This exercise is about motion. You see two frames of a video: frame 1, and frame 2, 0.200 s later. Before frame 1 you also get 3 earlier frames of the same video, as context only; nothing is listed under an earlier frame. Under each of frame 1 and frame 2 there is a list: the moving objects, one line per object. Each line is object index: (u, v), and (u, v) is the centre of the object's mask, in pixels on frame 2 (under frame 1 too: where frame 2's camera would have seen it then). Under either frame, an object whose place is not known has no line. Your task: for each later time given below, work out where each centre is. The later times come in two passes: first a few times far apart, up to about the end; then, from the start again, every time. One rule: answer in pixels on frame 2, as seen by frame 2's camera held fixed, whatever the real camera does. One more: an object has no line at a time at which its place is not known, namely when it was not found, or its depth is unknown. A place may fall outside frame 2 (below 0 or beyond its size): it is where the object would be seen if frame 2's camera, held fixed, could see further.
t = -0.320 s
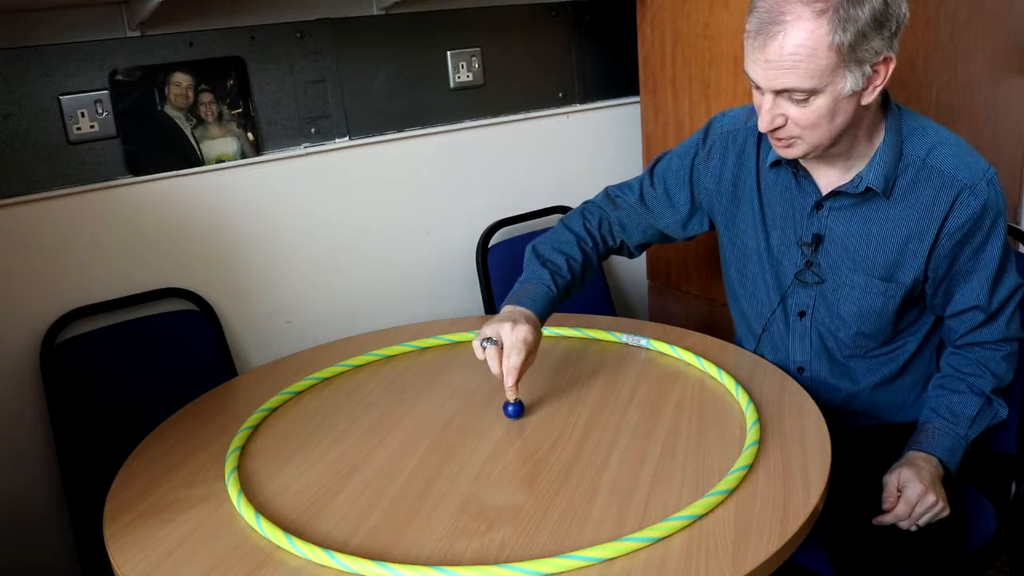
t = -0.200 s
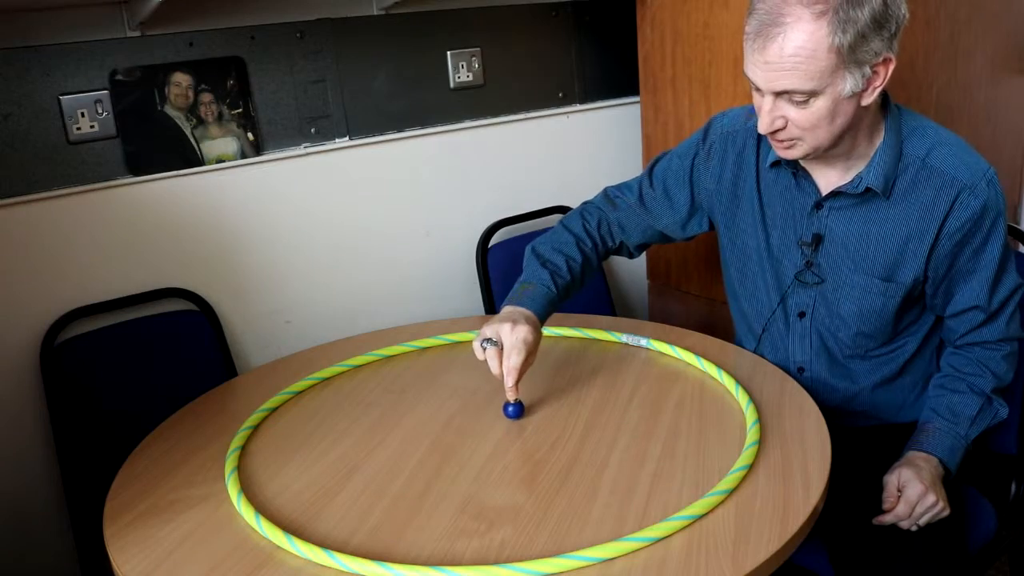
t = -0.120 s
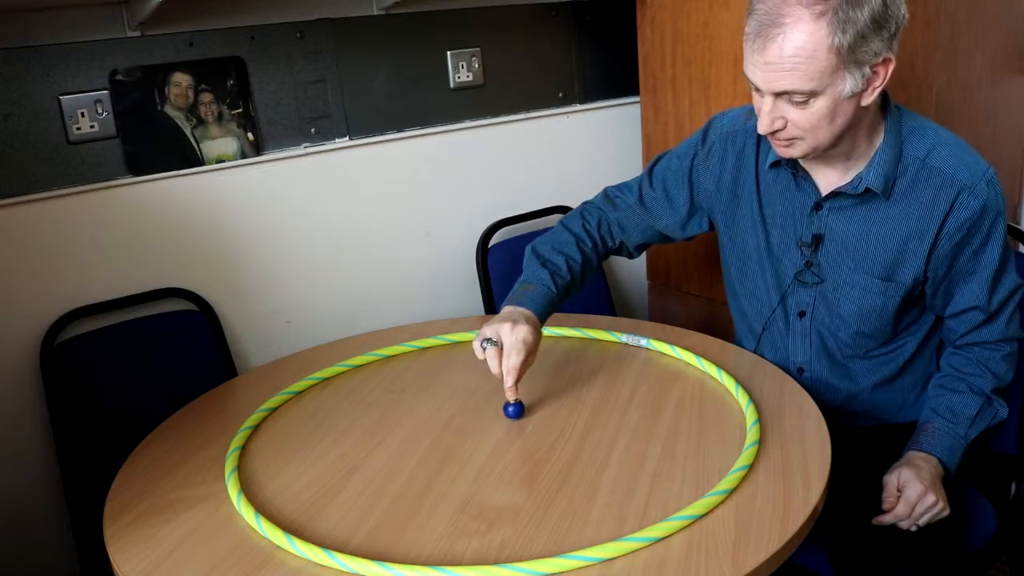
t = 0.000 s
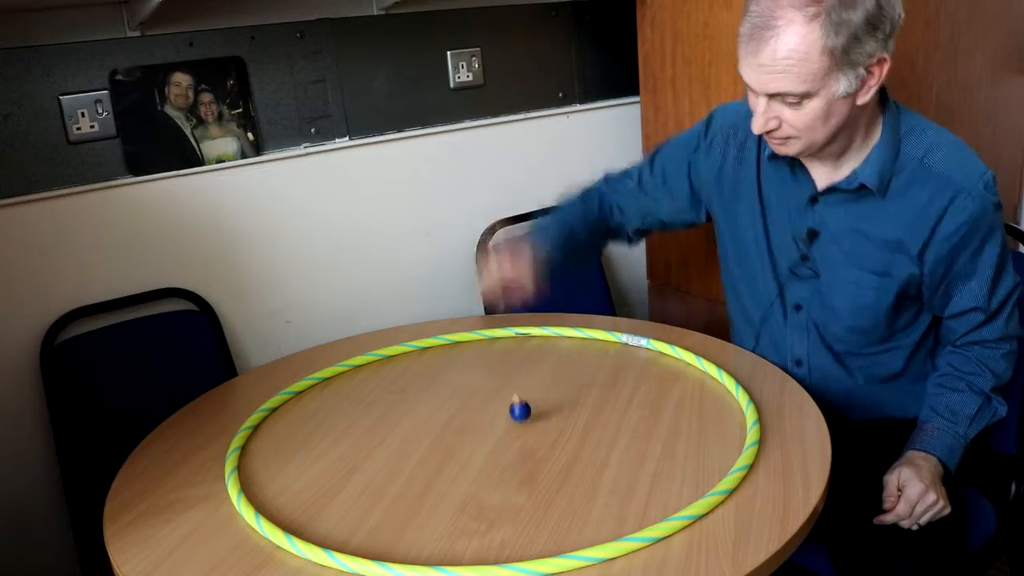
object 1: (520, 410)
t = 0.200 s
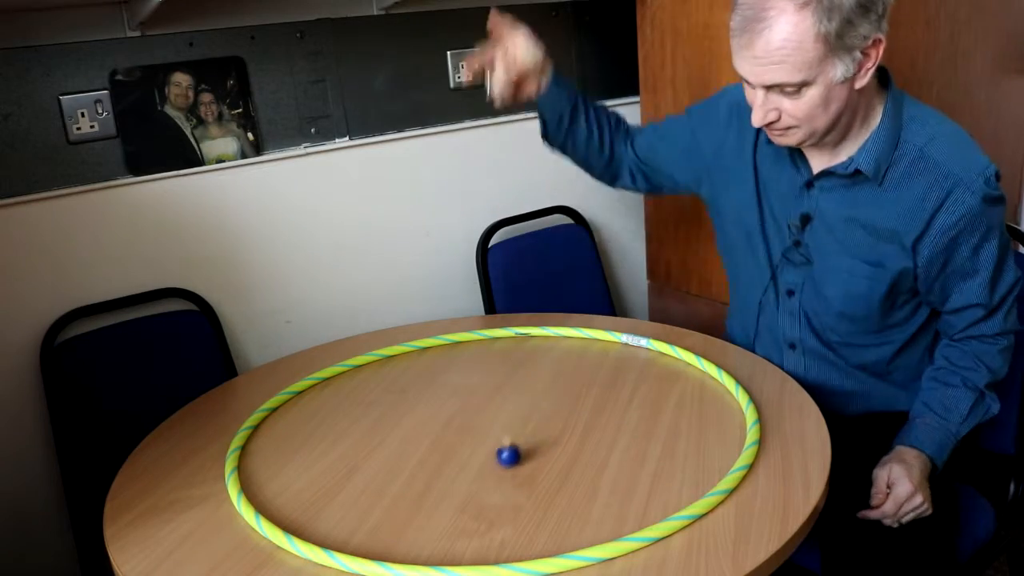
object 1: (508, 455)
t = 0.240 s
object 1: (502, 465)
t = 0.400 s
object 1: (468, 510)
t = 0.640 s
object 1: (422, 554)
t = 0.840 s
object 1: (406, 551)
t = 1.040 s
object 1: (387, 550)
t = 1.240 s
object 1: (371, 547)
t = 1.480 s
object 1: (358, 539)
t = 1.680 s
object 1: (350, 531)
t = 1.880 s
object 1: (343, 523)
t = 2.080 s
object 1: (336, 515)
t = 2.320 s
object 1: (330, 506)
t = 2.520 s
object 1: (325, 498)
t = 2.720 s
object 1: (321, 491)
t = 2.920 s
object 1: (318, 485)
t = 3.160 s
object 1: (313, 479)
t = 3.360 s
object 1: (309, 474)
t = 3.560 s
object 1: (301, 464)
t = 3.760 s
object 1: (293, 459)
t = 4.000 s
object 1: (285, 447)
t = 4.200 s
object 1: (288, 435)
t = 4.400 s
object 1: (300, 424)
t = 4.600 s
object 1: (319, 414)
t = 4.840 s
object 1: (348, 407)
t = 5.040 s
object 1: (373, 405)
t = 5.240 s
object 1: (392, 408)
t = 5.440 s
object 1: (403, 417)
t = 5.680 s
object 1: (399, 430)
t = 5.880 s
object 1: (382, 441)
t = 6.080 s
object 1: (356, 447)
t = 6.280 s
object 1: (331, 448)
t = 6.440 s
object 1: (317, 443)
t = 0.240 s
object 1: (502, 465)
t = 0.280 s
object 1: (495, 476)
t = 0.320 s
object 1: (487, 486)
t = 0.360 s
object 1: (477, 498)
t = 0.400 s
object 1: (468, 510)
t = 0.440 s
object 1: (458, 522)
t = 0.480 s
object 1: (448, 535)
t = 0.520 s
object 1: (437, 550)
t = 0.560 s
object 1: (429, 554)
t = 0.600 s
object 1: (426, 554)
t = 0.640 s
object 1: (422, 554)
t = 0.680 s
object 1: (419, 554)
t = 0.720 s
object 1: (416, 553)
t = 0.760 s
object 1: (414, 552)
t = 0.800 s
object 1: (410, 552)
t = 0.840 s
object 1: (406, 551)
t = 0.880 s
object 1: (403, 551)
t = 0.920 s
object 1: (399, 551)
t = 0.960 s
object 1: (395, 550)
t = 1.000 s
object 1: (392, 550)
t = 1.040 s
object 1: (387, 550)
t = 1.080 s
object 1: (384, 550)
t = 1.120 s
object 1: (380, 550)
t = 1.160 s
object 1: (376, 550)
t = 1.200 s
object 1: (373, 549)
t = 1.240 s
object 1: (371, 547)
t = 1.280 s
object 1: (369, 546)
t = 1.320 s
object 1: (367, 545)
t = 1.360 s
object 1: (364, 544)
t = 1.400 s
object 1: (362, 542)
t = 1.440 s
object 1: (360, 540)
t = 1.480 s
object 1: (358, 539)
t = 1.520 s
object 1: (357, 537)
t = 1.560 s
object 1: (355, 536)
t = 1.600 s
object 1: (353, 534)
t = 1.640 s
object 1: (352, 533)
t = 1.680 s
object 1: (350, 531)
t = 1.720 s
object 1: (348, 529)
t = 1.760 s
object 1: (347, 528)
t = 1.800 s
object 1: (345, 526)
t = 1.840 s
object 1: (344, 525)
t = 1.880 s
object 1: (343, 523)
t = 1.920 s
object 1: (341, 522)
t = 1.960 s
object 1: (340, 520)
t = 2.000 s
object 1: (339, 519)
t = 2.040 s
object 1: (337, 517)
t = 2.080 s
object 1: (336, 515)
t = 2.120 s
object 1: (335, 514)
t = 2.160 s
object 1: (334, 512)
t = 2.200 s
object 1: (333, 510)
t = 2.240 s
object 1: (332, 509)
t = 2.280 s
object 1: (331, 508)
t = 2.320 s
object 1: (330, 506)
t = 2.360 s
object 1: (329, 504)
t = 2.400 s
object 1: (329, 503)
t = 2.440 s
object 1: (328, 501)
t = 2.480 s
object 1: (327, 500)
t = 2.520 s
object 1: (325, 498)
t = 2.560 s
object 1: (324, 497)
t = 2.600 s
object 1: (324, 496)
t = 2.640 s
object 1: (323, 494)
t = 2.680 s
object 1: (322, 492)
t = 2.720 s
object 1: (321, 491)
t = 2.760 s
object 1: (320, 490)
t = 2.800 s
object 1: (320, 489)
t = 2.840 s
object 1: (319, 487)
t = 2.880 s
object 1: (318, 486)
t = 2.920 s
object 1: (318, 485)
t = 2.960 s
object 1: (317, 484)
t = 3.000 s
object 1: (316, 483)
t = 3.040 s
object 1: (315, 482)
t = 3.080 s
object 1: (315, 481)
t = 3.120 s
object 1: (314, 480)
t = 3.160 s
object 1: (313, 479)
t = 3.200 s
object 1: (313, 479)
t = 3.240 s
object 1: (312, 478)
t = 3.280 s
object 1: (312, 477)
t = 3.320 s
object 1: (310, 475)
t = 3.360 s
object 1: (309, 474)
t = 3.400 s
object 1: (308, 472)
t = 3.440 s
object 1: (306, 469)
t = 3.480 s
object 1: (304, 466)
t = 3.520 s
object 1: (303, 467)
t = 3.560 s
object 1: (301, 464)
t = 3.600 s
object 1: (299, 464)
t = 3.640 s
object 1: (299, 463)
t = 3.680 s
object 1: (298, 463)
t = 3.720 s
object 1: (295, 461)
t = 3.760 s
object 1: (293, 459)
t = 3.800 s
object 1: (291, 457)
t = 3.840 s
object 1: (289, 455)
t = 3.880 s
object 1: (287, 454)
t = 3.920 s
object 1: (286, 452)
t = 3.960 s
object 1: (286, 450)
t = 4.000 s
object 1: (285, 447)
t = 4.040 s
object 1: (285, 445)
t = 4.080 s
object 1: (285, 443)
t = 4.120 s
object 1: (286, 440)
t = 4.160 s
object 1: (287, 438)
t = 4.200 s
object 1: (288, 435)
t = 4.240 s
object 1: (290, 433)
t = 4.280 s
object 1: (292, 431)
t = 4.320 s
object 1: (294, 428)
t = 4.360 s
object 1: (297, 426)
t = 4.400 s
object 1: (300, 424)
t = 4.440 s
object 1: (303, 422)
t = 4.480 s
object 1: (307, 420)
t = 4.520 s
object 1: (311, 418)
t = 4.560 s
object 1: (315, 416)
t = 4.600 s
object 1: (319, 414)
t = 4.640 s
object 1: (323, 413)
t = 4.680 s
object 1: (328, 411)
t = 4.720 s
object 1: (333, 410)
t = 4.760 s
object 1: (338, 408)
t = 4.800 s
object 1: (343, 407)
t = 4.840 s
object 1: (348, 407)
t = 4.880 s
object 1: (353, 406)
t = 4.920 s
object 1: (358, 406)
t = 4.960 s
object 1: (363, 405)
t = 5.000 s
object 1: (368, 405)
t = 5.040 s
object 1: (373, 405)
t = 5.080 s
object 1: (377, 405)
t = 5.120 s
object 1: (381, 406)
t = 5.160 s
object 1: (385, 406)
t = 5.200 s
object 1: (389, 407)
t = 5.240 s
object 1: (392, 408)
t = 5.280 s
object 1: (395, 409)
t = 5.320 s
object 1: (398, 411)
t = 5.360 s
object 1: (400, 413)
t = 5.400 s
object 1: (402, 414)
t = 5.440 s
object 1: (403, 417)
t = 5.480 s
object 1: (403, 418)
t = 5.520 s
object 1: (404, 421)
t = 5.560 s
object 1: (403, 423)
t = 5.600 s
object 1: (402, 425)
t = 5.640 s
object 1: (401, 427)
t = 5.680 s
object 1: (399, 430)
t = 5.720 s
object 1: (396, 432)
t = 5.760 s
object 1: (393, 435)
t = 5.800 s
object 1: (390, 436)
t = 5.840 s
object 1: (386, 439)
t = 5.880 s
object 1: (382, 441)
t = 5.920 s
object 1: (377, 443)
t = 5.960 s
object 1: (372, 444)
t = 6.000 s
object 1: (367, 445)
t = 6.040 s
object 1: (362, 447)
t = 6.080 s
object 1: (356, 447)
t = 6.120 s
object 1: (351, 448)
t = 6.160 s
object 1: (346, 448)
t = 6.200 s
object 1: (341, 448)
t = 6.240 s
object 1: (336, 448)
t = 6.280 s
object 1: (331, 448)
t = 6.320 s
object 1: (327, 447)
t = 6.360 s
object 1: (323, 446)
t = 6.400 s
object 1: (320, 445)
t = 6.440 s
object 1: (317, 443)
